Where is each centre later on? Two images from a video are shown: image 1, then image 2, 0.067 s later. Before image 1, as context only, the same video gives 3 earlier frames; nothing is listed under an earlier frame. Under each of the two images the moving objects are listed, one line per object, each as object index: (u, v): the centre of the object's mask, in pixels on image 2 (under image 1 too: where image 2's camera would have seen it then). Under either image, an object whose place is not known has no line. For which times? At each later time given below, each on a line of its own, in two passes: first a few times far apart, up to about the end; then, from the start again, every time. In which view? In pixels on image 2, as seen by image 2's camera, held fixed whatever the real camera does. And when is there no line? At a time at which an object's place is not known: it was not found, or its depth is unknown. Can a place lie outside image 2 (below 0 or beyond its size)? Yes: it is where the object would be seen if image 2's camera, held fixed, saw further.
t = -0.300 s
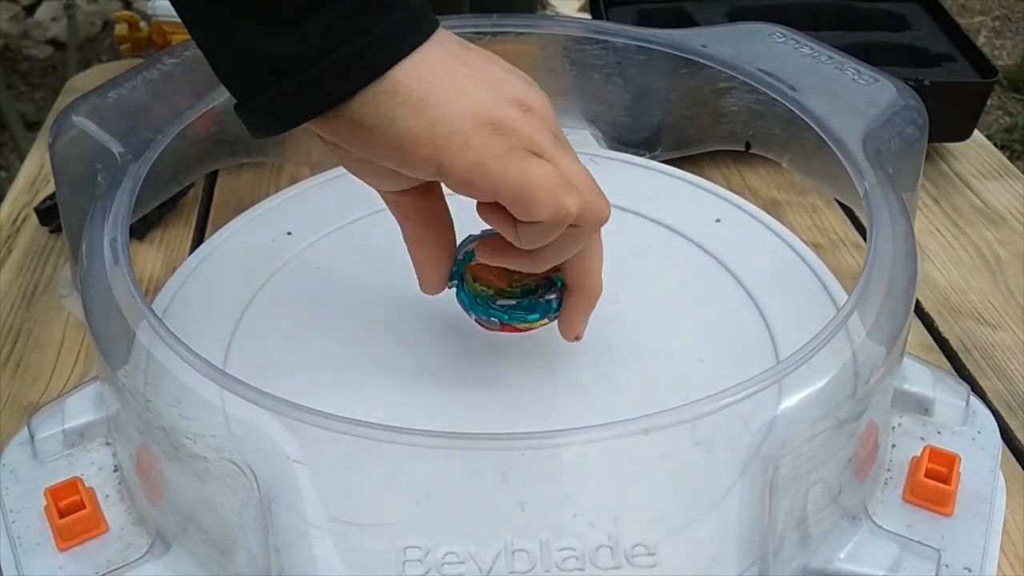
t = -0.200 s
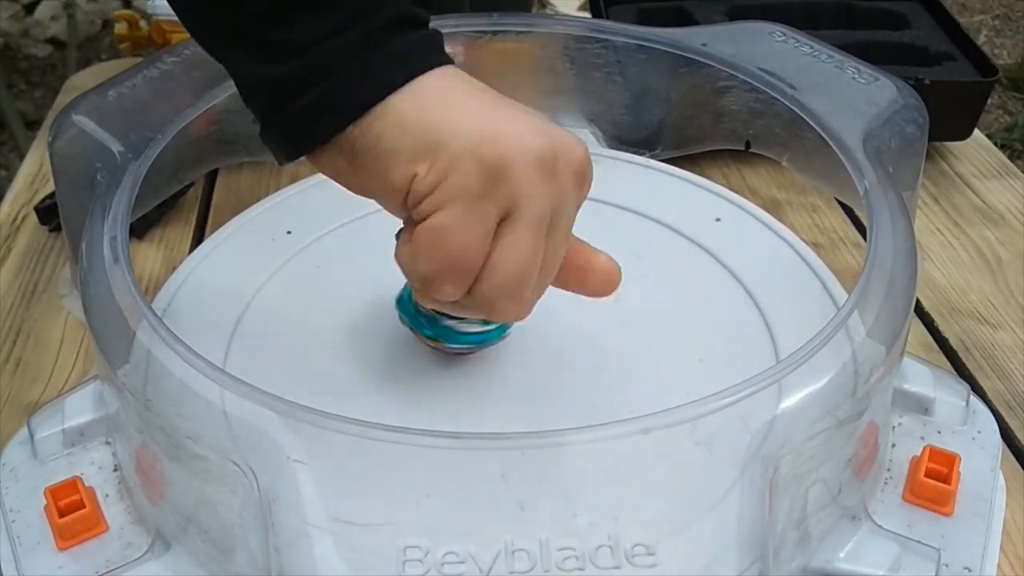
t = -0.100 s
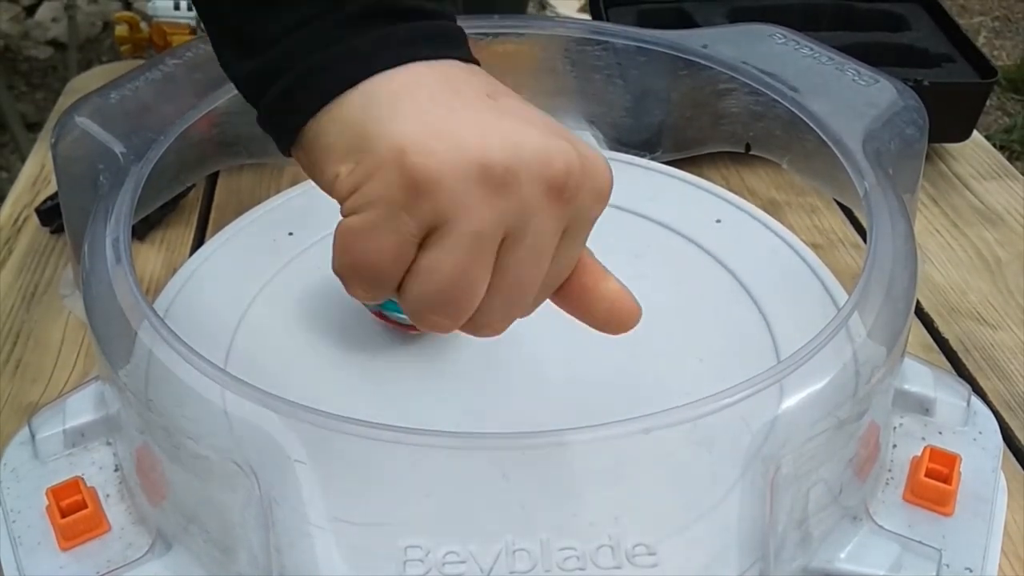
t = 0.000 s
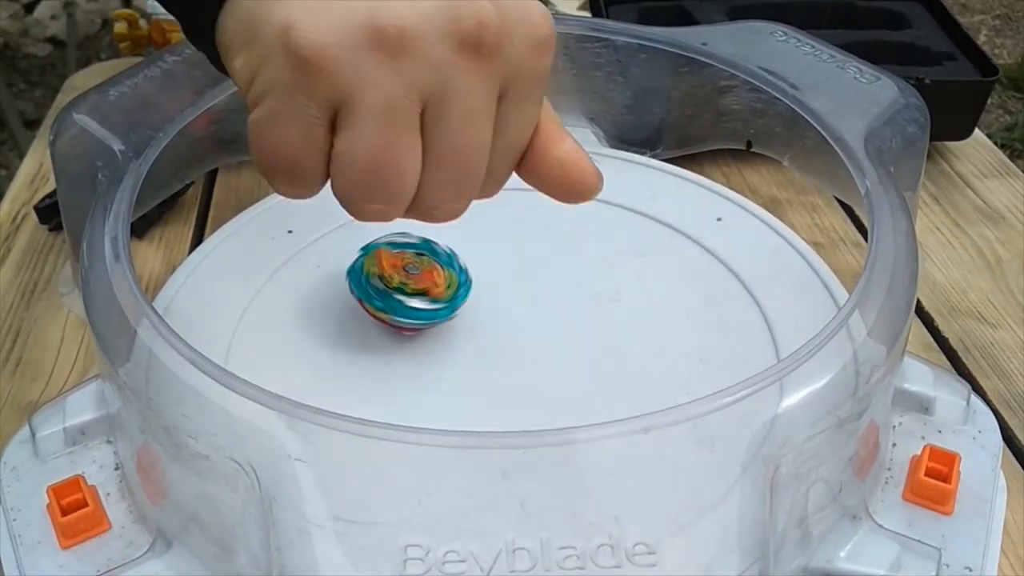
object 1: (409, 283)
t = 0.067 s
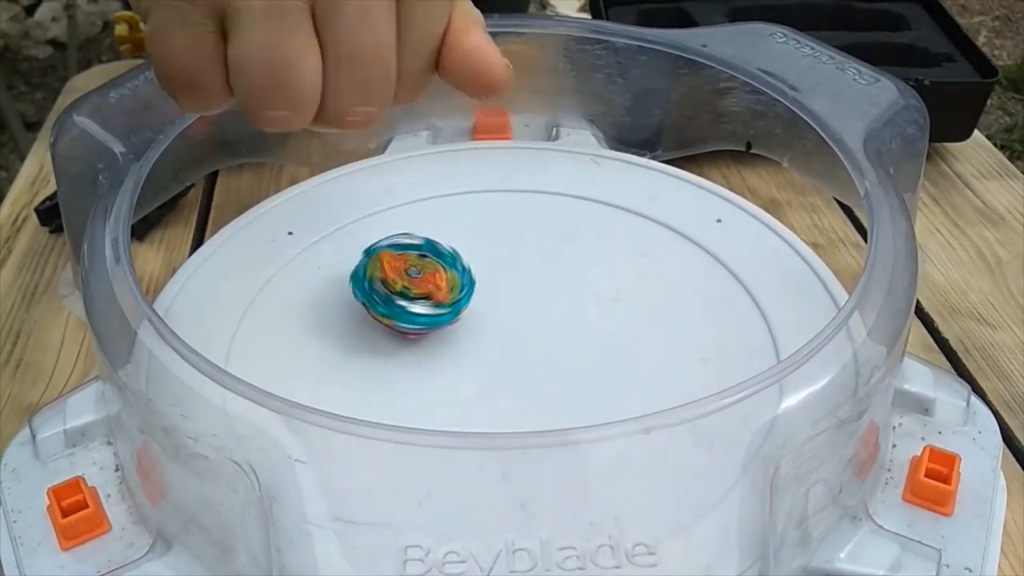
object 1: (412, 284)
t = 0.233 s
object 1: (436, 293)
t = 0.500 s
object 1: (494, 318)
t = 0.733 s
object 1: (537, 353)
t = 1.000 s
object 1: (551, 385)
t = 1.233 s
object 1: (532, 387)
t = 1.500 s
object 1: (514, 357)
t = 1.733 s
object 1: (525, 320)
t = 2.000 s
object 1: (565, 294)
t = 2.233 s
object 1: (593, 298)
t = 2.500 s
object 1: (588, 324)
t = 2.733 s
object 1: (546, 340)
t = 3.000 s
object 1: (496, 330)
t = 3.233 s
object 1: (483, 305)
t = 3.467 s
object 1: (504, 292)
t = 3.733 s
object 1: (540, 304)
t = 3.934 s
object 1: (551, 329)
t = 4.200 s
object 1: (532, 360)
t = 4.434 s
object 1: (500, 358)
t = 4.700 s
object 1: (485, 334)
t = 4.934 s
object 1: (512, 314)
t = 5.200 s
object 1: (555, 316)
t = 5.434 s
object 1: (574, 336)
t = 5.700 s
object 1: (554, 357)
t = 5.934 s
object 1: (521, 350)
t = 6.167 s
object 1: (508, 325)
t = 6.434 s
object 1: (531, 301)
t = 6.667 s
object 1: (561, 303)
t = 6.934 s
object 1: (568, 328)
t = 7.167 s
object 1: (540, 347)
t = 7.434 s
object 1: (502, 337)
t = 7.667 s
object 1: (497, 314)
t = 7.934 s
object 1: (526, 303)
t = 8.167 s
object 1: (554, 315)
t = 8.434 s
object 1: (549, 342)
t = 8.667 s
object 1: (519, 353)
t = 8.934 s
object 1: (499, 334)
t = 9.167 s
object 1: (512, 315)
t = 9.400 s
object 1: (543, 314)
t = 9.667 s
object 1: (561, 334)
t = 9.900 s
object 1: (546, 350)
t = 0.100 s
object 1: (415, 285)
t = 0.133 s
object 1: (419, 285)
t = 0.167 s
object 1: (424, 288)
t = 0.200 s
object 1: (430, 289)
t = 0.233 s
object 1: (436, 293)
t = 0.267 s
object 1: (444, 295)
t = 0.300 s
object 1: (451, 299)
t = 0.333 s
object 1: (458, 300)
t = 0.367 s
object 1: (464, 304)
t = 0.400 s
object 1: (472, 307)
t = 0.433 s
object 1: (479, 310)
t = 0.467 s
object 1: (487, 313)
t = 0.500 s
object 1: (494, 318)
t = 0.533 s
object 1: (501, 323)
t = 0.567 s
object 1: (508, 328)
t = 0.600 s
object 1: (515, 331)
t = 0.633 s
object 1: (520, 338)
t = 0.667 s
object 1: (527, 342)
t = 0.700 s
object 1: (532, 349)
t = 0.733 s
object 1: (537, 353)
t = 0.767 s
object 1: (541, 360)
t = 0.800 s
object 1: (545, 364)
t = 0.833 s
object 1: (548, 369)
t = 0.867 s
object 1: (550, 374)
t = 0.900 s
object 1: (552, 377)
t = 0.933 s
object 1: (552, 380)
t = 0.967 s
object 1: (554, 382)
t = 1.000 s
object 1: (551, 385)
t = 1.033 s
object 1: (551, 385)
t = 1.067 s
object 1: (547, 388)
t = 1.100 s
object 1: (545, 387)
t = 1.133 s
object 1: (542, 389)
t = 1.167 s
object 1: (538, 388)
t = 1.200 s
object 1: (535, 388)
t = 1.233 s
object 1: (532, 387)
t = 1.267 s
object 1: (529, 385)
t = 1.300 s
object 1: (525, 384)
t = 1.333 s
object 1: (525, 381)
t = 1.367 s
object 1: (520, 377)
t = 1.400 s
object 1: (519, 372)
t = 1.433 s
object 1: (517, 368)
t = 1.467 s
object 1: (515, 362)
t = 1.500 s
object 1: (514, 357)
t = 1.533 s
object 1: (513, 352)
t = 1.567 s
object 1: (516, 347)
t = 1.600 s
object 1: (515, 341)
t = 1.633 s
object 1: (518, 335)
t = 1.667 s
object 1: (518, 331)
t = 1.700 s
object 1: (523, 325)
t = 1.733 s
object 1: (525, 320)
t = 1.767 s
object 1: (529, 315)
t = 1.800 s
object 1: (534, 311)
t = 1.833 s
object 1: (539, 307)
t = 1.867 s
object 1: (545, 304)
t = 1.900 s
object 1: (549, 301)
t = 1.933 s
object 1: (556, 298)
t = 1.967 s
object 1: (560, 296)
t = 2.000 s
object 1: (565, 294)
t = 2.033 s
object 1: (570, 293)
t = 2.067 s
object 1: (575, 292)
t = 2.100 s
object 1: (580, 293)
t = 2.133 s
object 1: (583, 294)
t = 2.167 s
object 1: (588, 294)
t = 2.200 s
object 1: (590, 296)
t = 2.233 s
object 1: (593, 298)
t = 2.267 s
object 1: (595, 301)
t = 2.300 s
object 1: (595, 303)
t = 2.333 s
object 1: (597, 306)
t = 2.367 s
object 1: (596, 310)
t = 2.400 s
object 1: (596, 312)
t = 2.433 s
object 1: (593, 317)
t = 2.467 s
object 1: (590, 321)
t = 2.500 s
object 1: (588, 324)
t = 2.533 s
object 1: (581, 328)
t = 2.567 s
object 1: (578, 331)
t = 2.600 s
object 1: (572, 335)
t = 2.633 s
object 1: (565, 336)
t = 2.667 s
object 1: (560, 339)
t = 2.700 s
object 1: (551, 340)
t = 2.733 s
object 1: (546, 340)
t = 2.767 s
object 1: (538, 342)
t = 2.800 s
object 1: (530, 342)
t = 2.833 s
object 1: (525, 341)
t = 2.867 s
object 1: (517, 340)
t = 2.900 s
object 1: (512, 337)
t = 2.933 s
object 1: (505, 336)
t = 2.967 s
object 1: (499, 332)
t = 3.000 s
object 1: (496, 330)
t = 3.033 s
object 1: (490, 327)
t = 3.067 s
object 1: (488, 323)
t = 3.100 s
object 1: (484, 319)
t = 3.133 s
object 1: (482, 316)
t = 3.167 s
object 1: (483, 312)
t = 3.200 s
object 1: (481, 308)
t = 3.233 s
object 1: (483, 305)
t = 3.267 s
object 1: (485, 302)
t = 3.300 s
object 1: (486, 299)
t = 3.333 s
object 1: (490, 296)
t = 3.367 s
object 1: (492, 295)
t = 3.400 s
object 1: (496, 292)
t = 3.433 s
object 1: (501, 292)
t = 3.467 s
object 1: (504, 292)
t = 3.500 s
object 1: (510, 290)
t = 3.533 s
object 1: (514, 292)
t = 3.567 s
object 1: (518, 293)
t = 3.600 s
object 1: (524, 293)
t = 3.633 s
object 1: (527, 296)
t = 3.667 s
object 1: (532, 297)
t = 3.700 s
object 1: (538, 300)
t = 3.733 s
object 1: (540, 304)
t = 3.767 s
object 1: (544, 306)
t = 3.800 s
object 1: (547, 311)
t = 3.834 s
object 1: (548, 315)
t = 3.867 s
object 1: (551, 319)
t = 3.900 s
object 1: (552, 325)
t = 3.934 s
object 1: (551, 329)
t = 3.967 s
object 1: (552, 333)
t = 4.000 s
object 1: (550, 338)
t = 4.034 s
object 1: (549, 342)
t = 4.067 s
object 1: (547, 347)
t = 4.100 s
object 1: (543, 351)
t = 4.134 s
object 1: (540, 353)
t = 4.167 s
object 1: (537, 357)
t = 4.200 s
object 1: (532, 360)
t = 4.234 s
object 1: (528, 361)
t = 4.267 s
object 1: (523, 363)
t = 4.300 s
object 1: (517, 363)
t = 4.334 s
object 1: (514, 362)
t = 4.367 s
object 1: (508, 362)
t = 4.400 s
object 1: (503, 361)
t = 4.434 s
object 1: (500, 358)
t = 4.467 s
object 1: (495, 357)
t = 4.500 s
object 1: (491, 354)
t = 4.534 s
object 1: (490, 350)
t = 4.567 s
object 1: (486, 348)
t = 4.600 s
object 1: (484, 344)
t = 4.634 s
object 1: (485, 341)
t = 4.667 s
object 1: (484, 337)
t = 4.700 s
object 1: (485, 334)
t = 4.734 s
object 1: (489, 330)
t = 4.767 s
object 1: (489, 327)
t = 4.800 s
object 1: (492, 324)
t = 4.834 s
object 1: (498, 321)
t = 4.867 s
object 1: (501, 319)
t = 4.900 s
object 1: (506, 316)
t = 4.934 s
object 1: (512, 314)
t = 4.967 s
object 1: (516, 313)
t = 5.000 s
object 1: (522, 312)
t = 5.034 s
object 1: (529, 311)
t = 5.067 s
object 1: (534, 312)
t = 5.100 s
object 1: (540, 312)
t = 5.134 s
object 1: (546, 312)
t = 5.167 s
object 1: (551, 314)
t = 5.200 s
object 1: (555, 316)
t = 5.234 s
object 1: (561, 318)
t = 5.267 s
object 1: (564, 321)
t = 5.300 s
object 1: (567, 324)
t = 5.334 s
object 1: (570, 326)
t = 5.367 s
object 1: (572, 330)
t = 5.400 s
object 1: (573, 334)
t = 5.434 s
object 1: (574, 336)
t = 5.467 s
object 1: (574, 340)
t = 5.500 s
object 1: (573, 343)
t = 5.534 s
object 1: (571, 346)
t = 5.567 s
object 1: (570, 348)
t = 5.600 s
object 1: (566, 351)
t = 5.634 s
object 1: (562, 354)
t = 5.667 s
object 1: (559, 355)
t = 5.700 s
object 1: (554, 357)
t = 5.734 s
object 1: (549, 357)
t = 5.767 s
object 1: (544, 357)
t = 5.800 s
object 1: (541, 358)
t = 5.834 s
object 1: (534, 356)
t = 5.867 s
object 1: (530, 355)
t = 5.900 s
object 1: (527, 353)
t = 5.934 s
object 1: (521, 350)
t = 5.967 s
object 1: (517, 347)
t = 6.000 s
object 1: (515, 343)
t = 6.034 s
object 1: (512, 340)
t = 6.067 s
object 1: (509, 336)
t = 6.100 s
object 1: (508, 332)
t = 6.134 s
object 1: (509, 328)
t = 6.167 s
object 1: (508, 325)
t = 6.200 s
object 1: (508, 320)
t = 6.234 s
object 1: (511, 316)
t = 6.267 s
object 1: (513, 313)
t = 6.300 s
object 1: (515, 310)
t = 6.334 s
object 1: (519, 307)
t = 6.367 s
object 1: (524, 305)
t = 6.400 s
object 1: (526, 303)
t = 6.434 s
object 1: (531, 301)
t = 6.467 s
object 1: (537, 300)
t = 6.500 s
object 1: (540, 300)
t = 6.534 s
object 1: (545, 300)
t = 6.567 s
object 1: (550, 299)
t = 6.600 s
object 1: (554, 301)
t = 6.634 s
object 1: (558, 302)
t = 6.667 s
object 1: (561, 303)
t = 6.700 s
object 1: (564, 305)
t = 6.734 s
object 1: (567, 308)
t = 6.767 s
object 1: (568, 311)
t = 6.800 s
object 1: (570, 314)
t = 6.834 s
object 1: (571, 317)
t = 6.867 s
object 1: (570, 322)
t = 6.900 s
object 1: (569, 326)
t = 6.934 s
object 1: (568, 328)
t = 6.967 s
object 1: (566, 332)
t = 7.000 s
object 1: (563, 335)
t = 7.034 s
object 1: (559, 338)
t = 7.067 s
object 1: (555, 340)
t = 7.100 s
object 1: (551, 343)
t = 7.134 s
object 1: (545, 345)
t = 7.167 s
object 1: (540, 347)
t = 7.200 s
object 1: (536, 346)
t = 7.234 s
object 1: (530, 348)
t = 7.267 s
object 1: (524, 347)
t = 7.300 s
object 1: (519, 346)
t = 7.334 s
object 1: (515, 344)
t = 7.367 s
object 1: (510, 342)
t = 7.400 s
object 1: (505, 340)
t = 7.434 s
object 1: (502, 337)
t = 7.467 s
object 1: (500, 333)
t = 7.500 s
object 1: (497, 331)
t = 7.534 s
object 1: (495, 328)
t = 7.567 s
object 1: (495, 323)
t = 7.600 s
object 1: (496, 320)
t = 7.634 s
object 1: (497, 317)
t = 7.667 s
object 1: (497, 314)
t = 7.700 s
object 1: (499, 311)
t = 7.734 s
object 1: (503, 308)
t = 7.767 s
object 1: (506, 306)
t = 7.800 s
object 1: (509, 305)
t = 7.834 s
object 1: (514, 303)
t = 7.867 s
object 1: (518, 303)
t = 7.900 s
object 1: (522, 303)
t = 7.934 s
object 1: (526, 303)
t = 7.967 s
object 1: (531, 303)
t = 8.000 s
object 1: (537, 303)
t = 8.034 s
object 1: (541, 306)
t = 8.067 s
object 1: (544, 308)
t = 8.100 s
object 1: (547, 310)
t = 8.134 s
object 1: (551, 312)
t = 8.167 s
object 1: (554, 315)
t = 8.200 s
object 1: (554, 319)
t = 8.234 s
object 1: (555, 323)
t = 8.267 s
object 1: (556, 326)
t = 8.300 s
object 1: (556, 329)
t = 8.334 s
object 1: (554, 334)
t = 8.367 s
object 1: (552, 337)
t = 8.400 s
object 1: (551, 341)
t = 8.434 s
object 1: (549, 342)
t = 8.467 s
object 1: (545, 346)
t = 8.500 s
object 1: (541, 349)
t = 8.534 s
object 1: (537, 351)
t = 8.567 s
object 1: (533, 352)
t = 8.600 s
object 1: (530, 353)
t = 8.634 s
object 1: (524, 353)
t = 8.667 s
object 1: (519, 353)
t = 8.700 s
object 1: (515, 351)
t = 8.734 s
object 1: (512, 349)
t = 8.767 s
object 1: (509, 348)
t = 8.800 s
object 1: (504, 346)
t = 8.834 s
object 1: (501, 343)
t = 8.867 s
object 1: (500, 339)
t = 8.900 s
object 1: (499, 336)
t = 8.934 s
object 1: (499, 334)
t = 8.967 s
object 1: (497, 331)
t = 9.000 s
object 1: (498, 328)
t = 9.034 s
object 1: (500, 324)
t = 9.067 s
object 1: (503, 322)
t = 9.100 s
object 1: (505, 320)
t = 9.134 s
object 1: (507, 317)
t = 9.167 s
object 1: (512, 315)
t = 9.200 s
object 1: (516, 313)
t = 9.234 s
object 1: (520, 313)
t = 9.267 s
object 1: (525, 312)
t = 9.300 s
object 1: (529, 312)
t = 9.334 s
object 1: (534, 312)
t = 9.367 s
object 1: (539, 312)
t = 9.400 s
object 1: (543, 314)
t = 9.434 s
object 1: (547, 315)
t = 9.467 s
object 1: (551, 317)
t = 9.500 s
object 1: (554, 319)
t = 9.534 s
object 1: (558, 321)
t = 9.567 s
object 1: (559, 325)
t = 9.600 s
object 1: (560, 328)
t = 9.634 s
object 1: (561, 331)
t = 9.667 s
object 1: (561, 334)
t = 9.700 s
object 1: (561, 336)
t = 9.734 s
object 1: (561, 340)
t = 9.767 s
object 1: (558, 343)
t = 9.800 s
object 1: (555, 345)
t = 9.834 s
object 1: (552, 348)
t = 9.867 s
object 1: (549, 348)
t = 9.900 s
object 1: (546, 350)
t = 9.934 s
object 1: (542, 351)
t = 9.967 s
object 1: (536, 352)
